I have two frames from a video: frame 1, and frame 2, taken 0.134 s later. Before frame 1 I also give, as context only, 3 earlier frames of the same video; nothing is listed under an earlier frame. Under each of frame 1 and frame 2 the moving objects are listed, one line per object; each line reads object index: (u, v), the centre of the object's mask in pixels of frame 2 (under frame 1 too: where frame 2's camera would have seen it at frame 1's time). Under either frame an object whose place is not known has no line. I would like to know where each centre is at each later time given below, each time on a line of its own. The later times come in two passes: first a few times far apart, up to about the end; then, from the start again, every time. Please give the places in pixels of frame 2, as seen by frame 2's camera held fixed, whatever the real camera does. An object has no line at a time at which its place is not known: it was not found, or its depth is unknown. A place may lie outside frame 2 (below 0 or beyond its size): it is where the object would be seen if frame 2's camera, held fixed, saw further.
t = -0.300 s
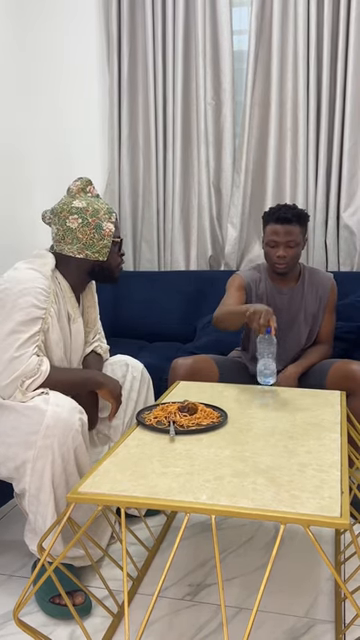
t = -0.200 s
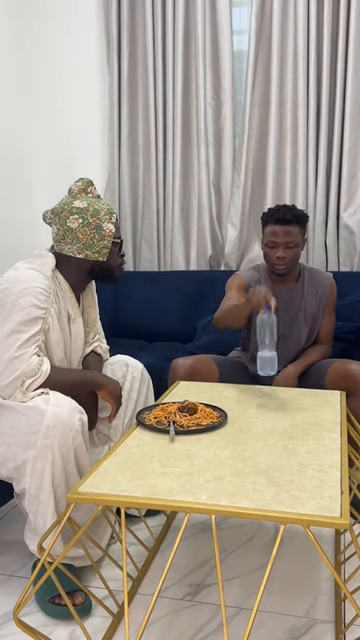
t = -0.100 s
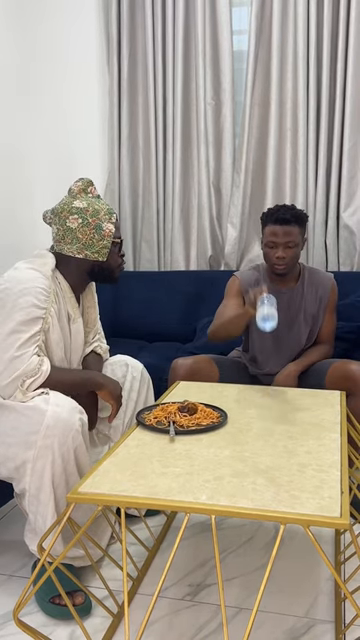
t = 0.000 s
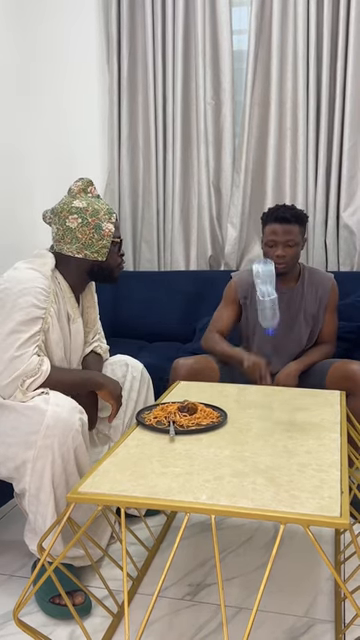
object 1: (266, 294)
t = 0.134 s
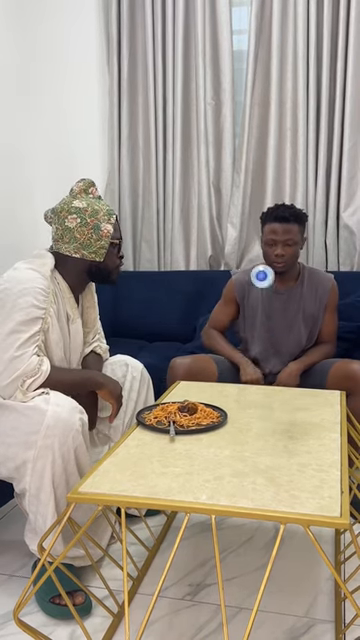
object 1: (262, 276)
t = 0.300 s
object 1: (259, 347)
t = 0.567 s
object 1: (266, 373)
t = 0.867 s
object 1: (265, 374)
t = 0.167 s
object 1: (261, 283)
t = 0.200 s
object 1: (261, 294)
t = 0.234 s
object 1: (260, 309)
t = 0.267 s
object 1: (259, 327)
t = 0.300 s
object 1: (259, 347)
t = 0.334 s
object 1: (258, 372)
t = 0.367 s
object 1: (258, 375)
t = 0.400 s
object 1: (257, 374)
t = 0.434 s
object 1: (258, 374)
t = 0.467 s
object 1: (262, 374)
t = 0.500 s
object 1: (265, 373)
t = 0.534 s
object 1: (266, 373)
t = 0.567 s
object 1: (266, 373)
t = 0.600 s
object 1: (266, 373)
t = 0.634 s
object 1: (265, 374)
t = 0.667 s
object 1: (265, 373)
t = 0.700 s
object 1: (265, 373)
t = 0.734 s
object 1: (265, 373)
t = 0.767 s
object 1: (265, 373)
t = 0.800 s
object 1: (265, 373)
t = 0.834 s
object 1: (265, 374)
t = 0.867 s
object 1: (265, 374)
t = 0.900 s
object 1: (265, 374)
